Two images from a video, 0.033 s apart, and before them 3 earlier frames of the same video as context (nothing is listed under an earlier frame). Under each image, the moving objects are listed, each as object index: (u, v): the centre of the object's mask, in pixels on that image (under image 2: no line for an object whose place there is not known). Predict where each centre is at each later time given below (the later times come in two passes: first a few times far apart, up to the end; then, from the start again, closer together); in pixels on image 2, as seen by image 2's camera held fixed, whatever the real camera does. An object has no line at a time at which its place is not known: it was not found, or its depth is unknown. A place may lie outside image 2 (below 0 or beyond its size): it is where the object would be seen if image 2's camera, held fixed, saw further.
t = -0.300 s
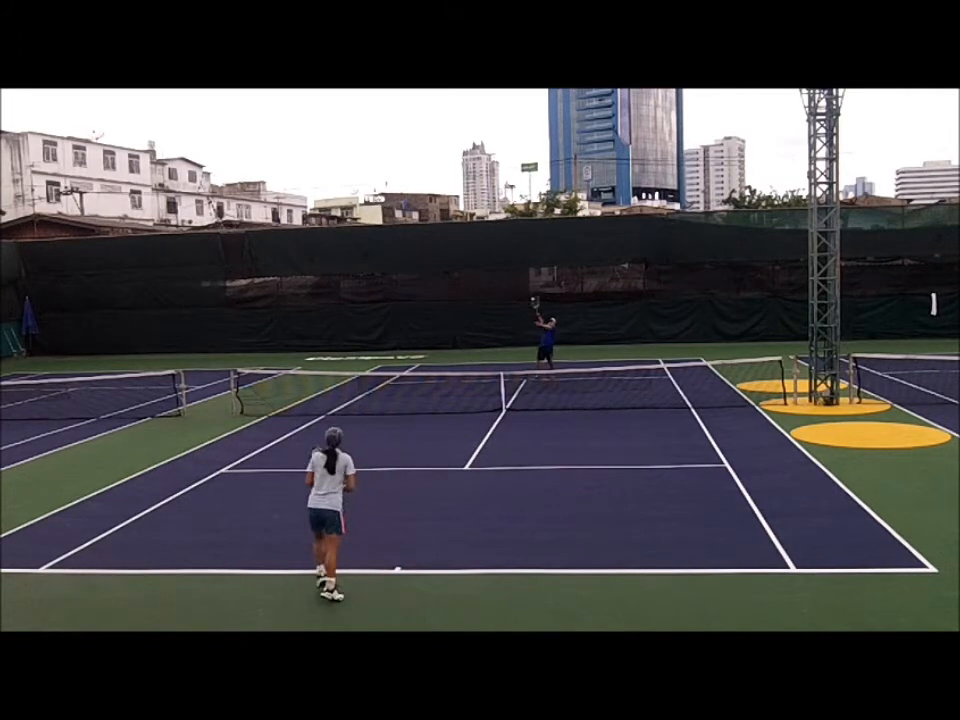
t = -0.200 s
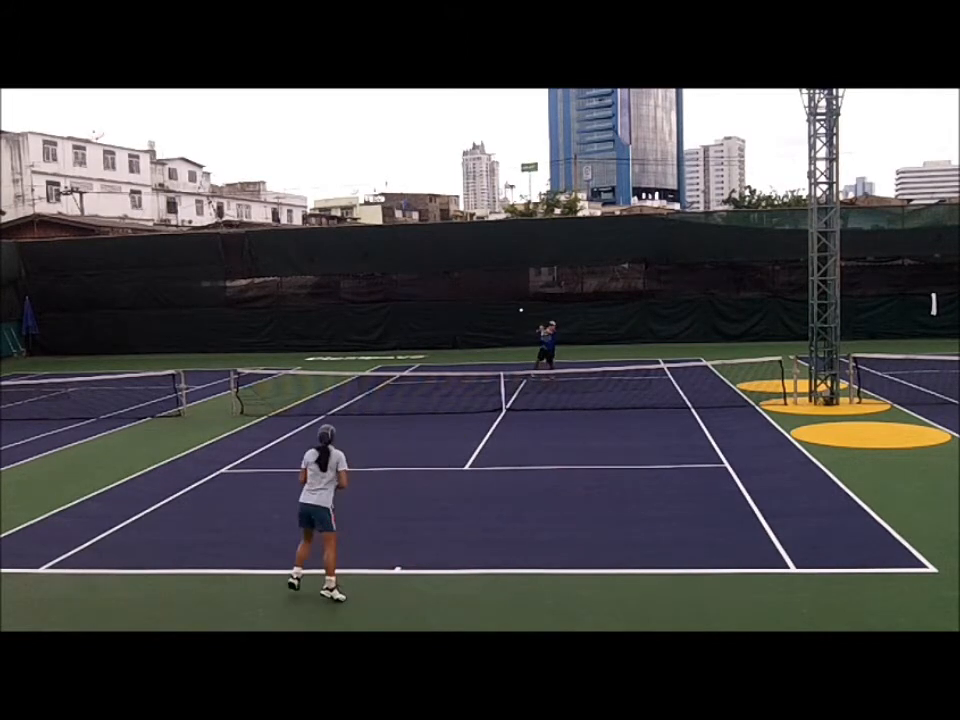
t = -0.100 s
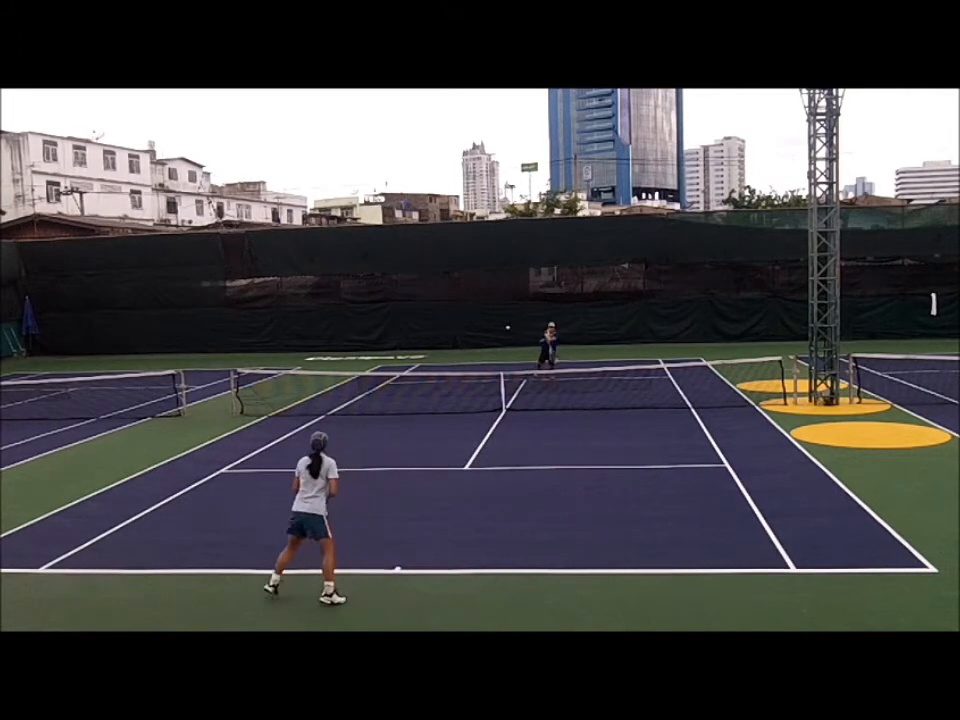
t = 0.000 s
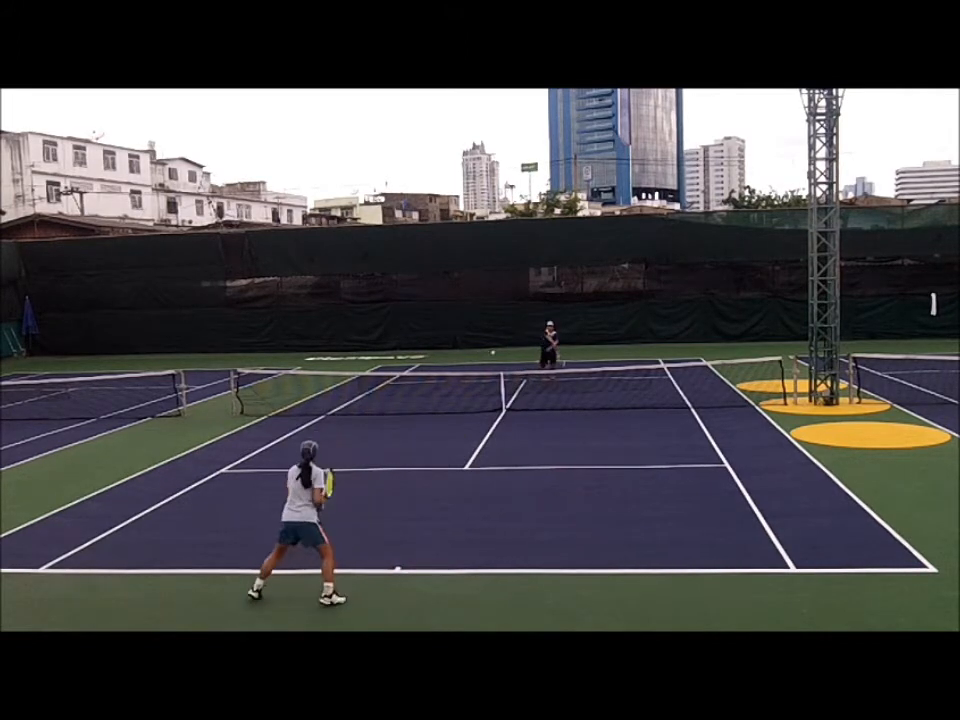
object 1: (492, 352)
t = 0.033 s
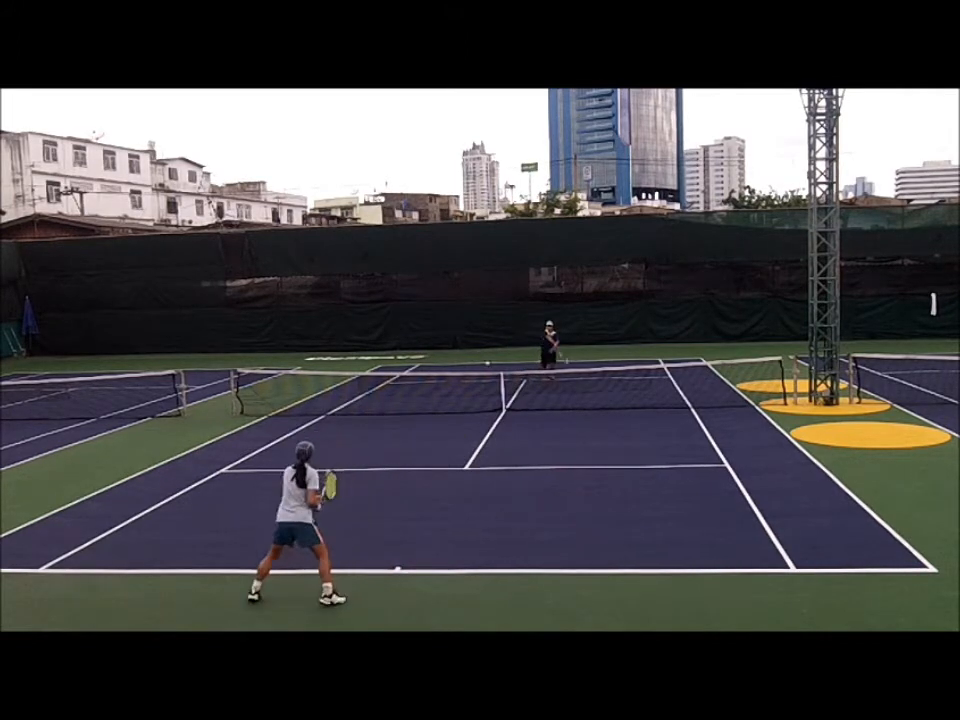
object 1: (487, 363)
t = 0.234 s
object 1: (449, 452)
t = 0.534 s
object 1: (396, 427)
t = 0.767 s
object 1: (345, 442)
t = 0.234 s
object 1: (449, 452)
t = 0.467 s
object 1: (409, 432)
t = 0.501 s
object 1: (403, 429)
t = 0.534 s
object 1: (396, 427)
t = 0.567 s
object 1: (389, 426)
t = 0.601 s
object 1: (383, 426)
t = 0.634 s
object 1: (376, 427)
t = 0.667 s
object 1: (368, 429)
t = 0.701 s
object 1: (361, 432)
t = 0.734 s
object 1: (353, 436)
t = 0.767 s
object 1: (345, 442)
